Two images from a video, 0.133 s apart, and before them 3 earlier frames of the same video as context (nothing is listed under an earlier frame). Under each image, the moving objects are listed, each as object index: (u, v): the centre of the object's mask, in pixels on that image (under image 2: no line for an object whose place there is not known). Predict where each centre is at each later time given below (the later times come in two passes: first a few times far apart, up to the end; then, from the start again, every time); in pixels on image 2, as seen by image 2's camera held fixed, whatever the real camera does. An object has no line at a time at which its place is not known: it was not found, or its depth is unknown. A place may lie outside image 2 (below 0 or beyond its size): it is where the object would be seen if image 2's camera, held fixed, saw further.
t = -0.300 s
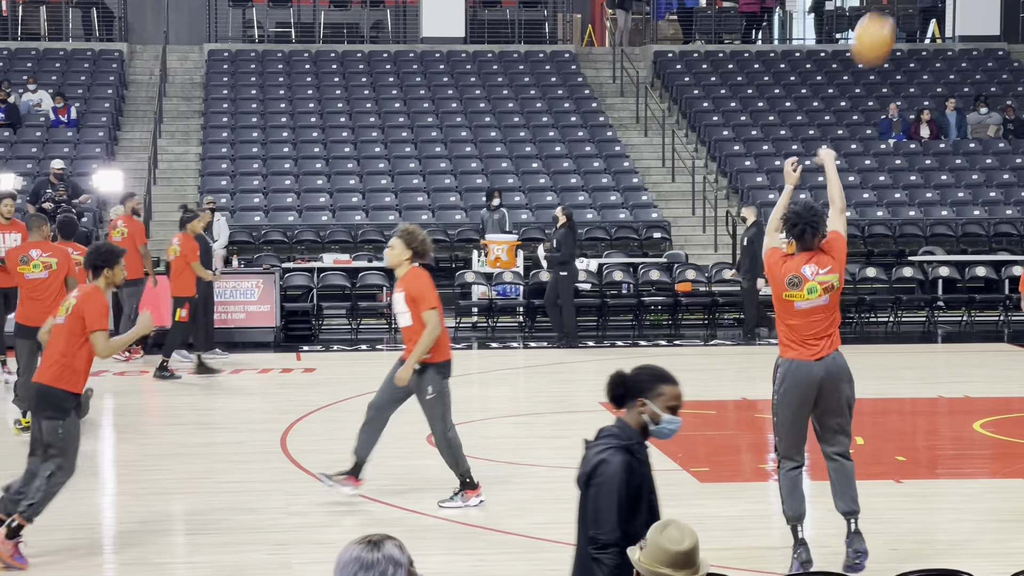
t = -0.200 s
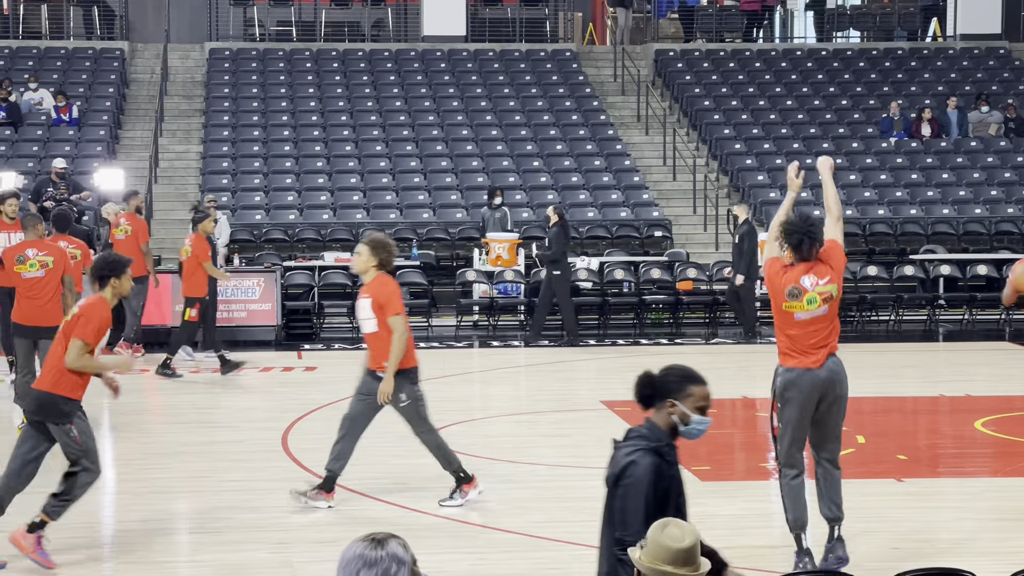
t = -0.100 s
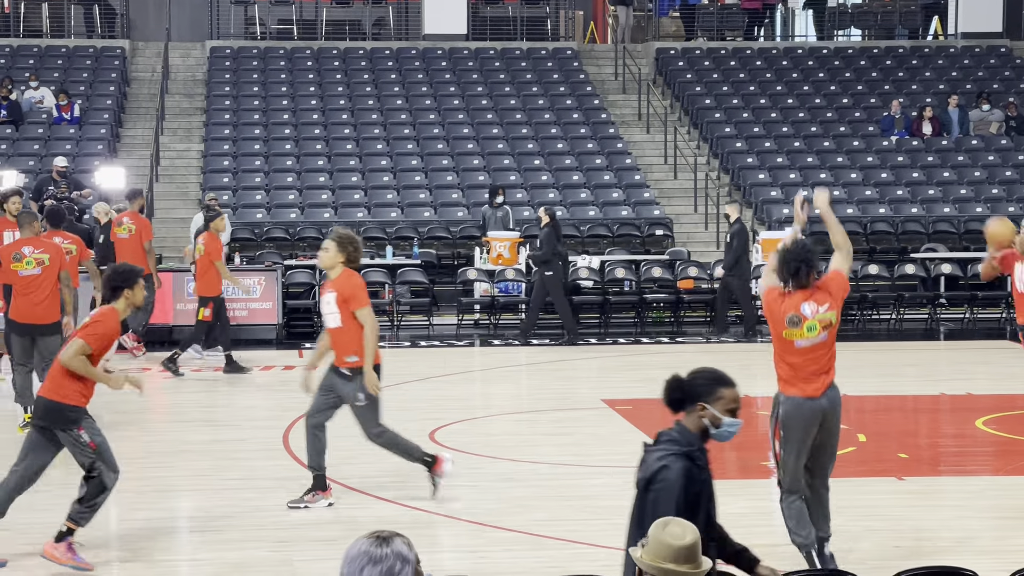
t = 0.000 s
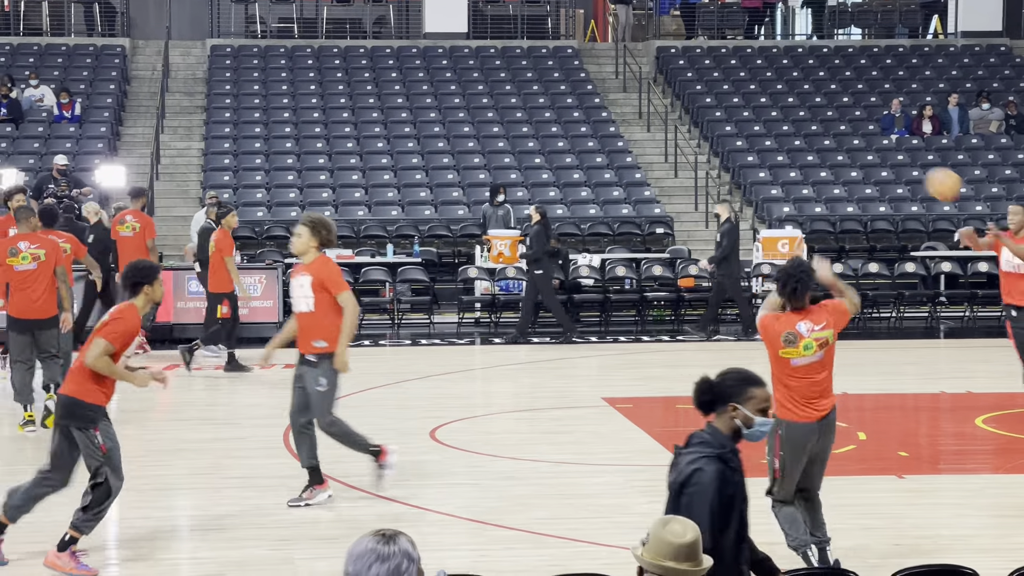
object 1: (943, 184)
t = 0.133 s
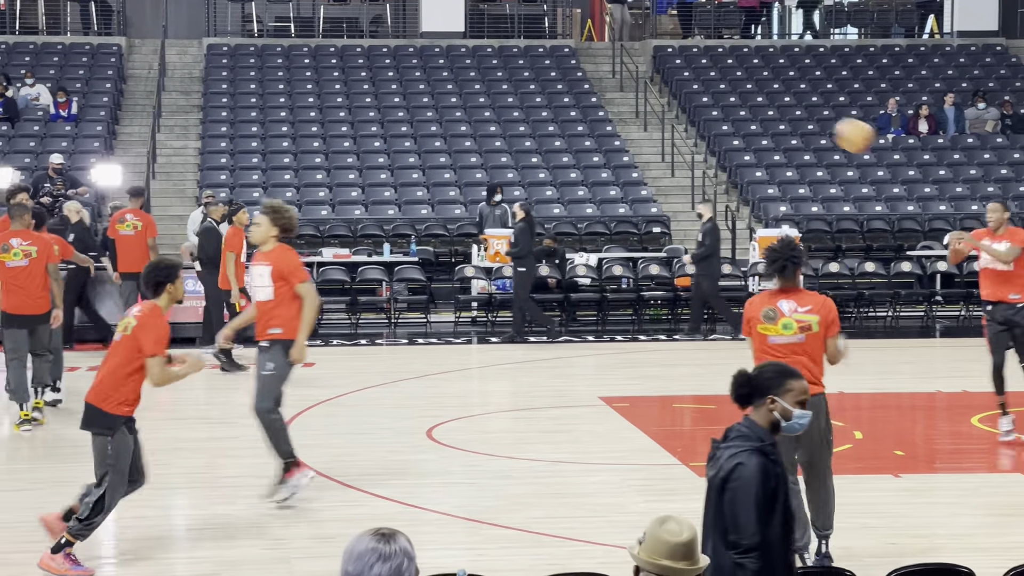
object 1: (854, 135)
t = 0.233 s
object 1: (785, 110)
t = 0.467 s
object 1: (600, 100)
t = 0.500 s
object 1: (571, 104)
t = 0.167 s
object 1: (832, 126)
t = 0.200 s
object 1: (808, 118)
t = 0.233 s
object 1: (785, 110)
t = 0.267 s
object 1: (760, 105)
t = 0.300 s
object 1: (734, 100)
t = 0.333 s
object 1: (708, 98)
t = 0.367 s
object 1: (683, 96)
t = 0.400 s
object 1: (656, 96)
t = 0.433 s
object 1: (628, 96)
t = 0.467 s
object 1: (600, 100)
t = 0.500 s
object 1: (571, 104)
